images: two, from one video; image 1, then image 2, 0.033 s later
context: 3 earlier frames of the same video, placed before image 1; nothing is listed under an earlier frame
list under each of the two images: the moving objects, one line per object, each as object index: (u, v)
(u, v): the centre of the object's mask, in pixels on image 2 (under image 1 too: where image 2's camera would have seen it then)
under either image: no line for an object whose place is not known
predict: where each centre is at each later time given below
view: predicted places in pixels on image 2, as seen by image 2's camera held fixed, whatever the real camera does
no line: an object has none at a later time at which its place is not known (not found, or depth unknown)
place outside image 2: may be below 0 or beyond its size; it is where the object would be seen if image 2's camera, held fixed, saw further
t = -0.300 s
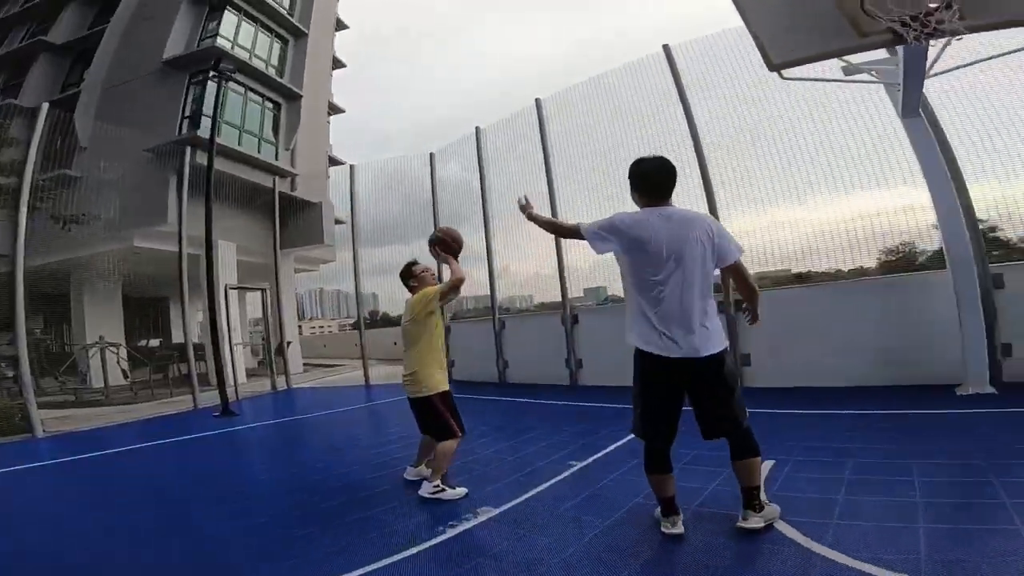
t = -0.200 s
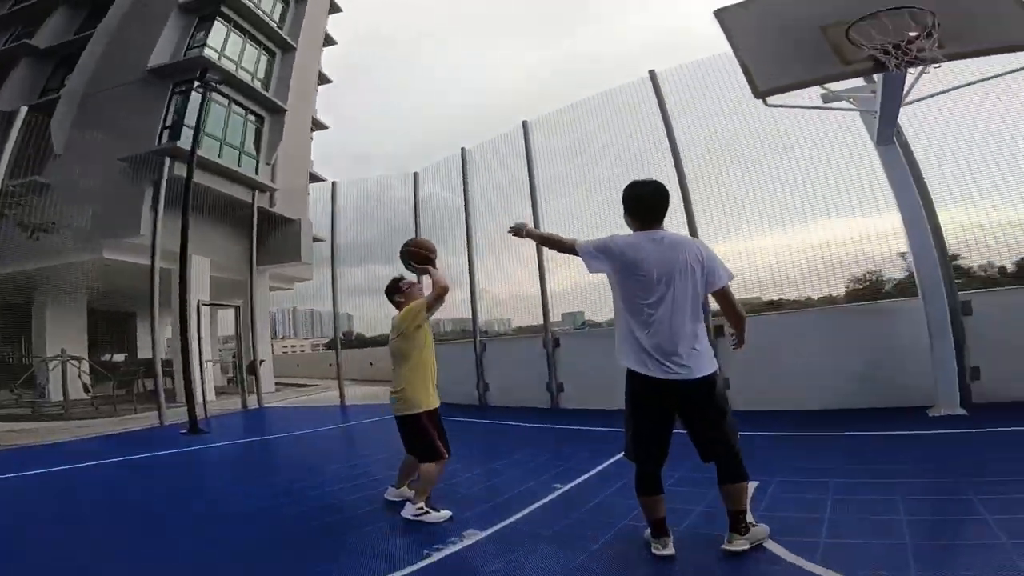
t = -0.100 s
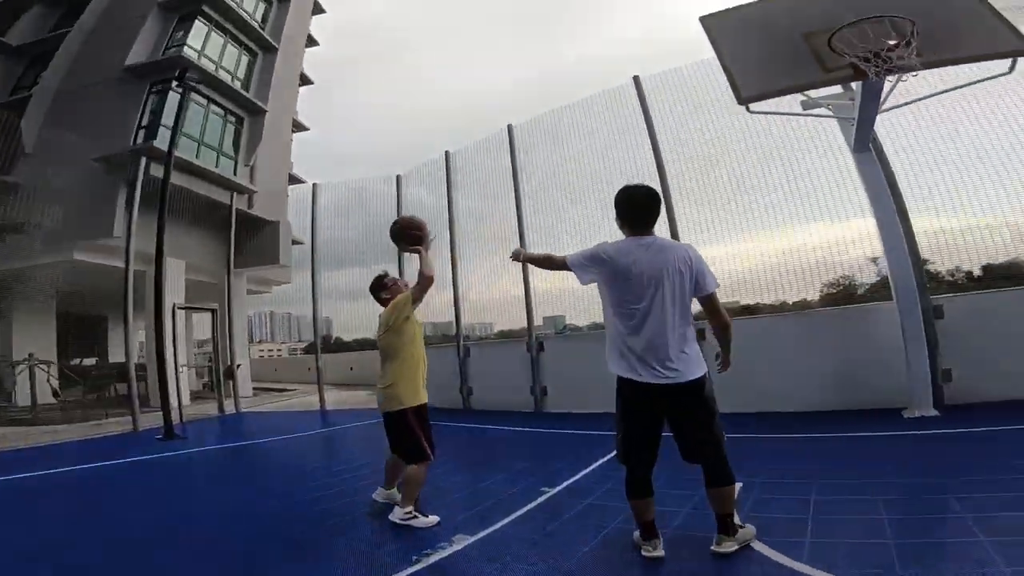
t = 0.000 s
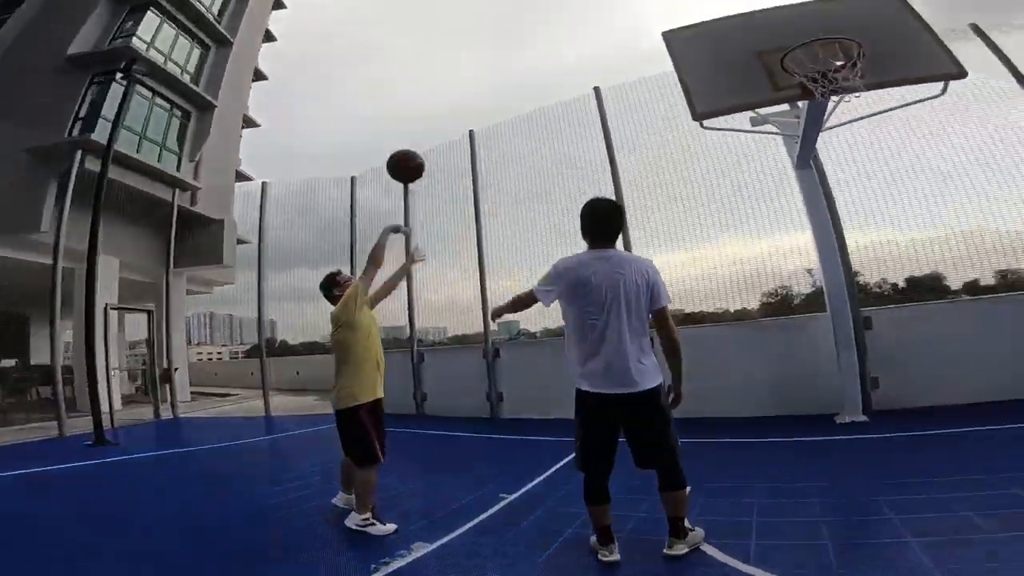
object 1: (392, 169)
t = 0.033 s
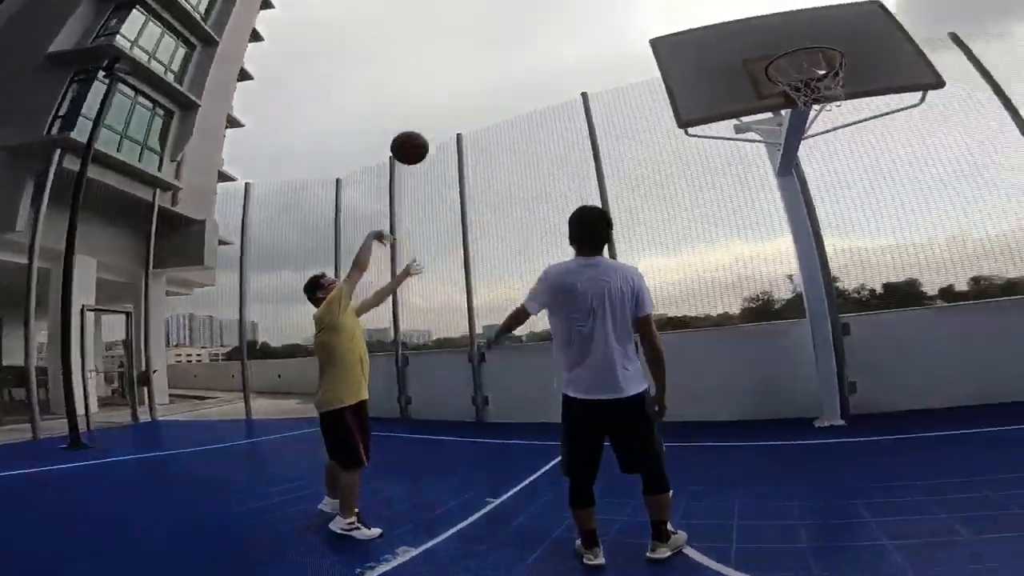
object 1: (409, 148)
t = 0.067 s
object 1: (426, 130)
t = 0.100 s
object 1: (445, 115)
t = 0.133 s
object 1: (462, 101)
